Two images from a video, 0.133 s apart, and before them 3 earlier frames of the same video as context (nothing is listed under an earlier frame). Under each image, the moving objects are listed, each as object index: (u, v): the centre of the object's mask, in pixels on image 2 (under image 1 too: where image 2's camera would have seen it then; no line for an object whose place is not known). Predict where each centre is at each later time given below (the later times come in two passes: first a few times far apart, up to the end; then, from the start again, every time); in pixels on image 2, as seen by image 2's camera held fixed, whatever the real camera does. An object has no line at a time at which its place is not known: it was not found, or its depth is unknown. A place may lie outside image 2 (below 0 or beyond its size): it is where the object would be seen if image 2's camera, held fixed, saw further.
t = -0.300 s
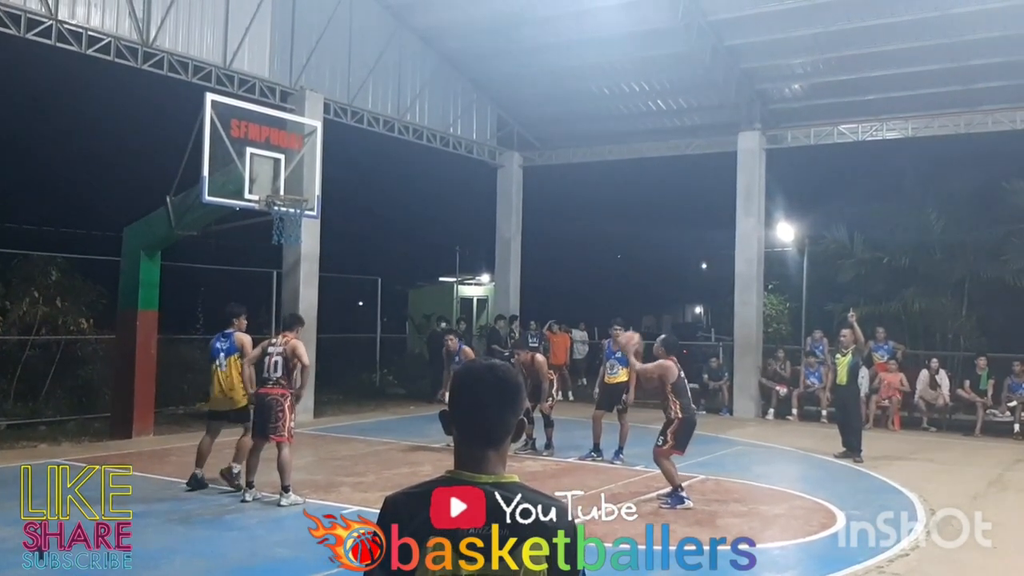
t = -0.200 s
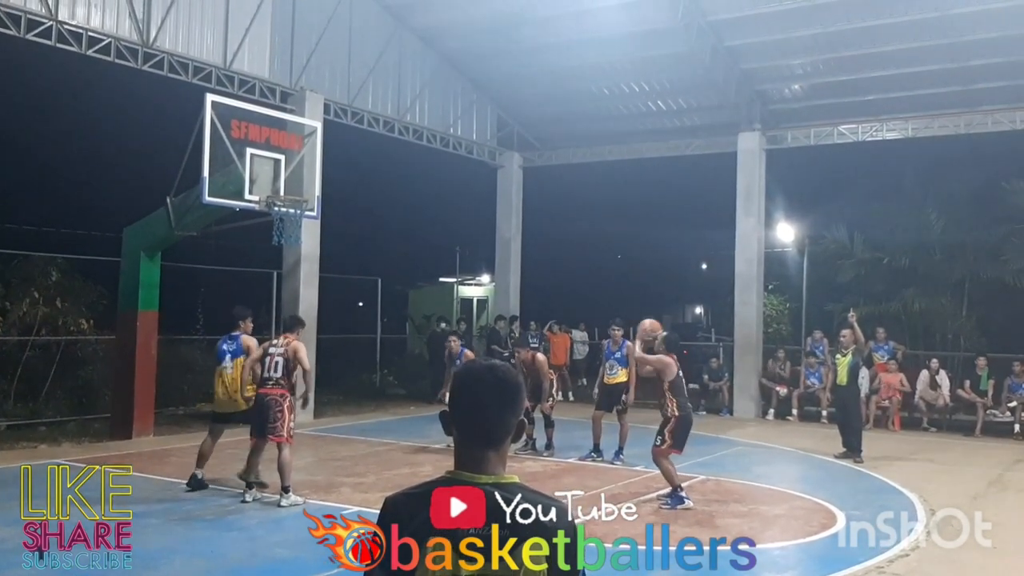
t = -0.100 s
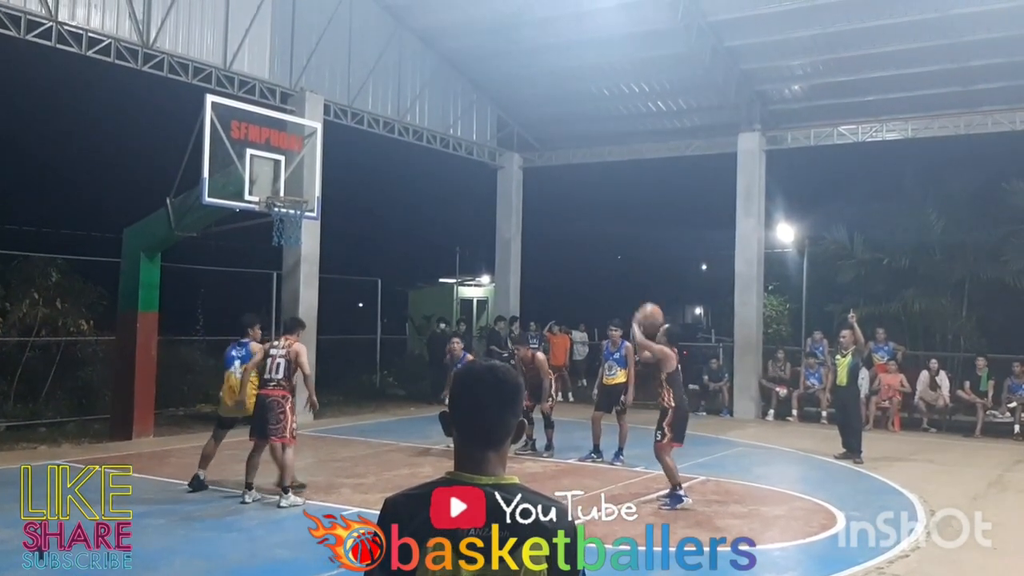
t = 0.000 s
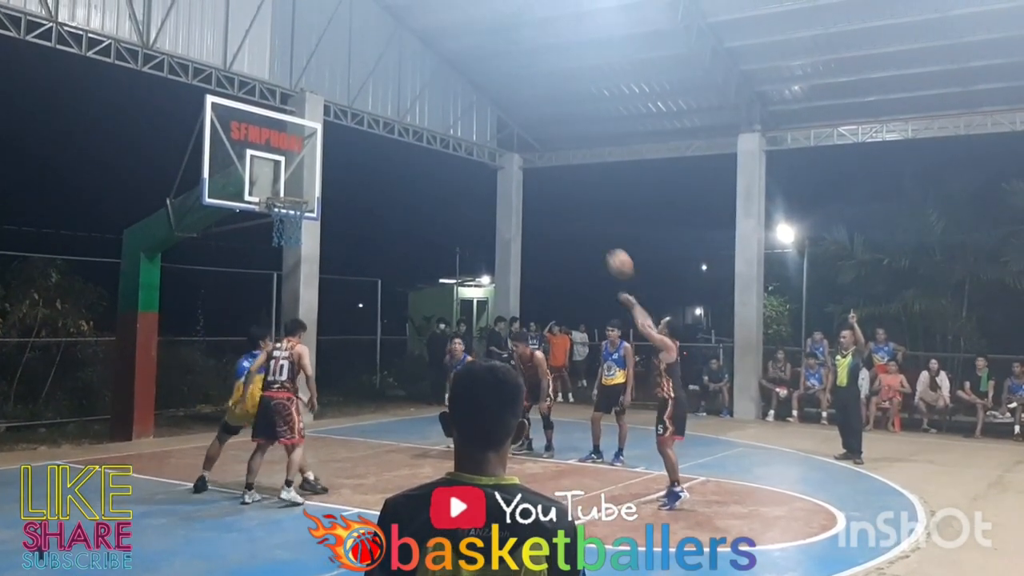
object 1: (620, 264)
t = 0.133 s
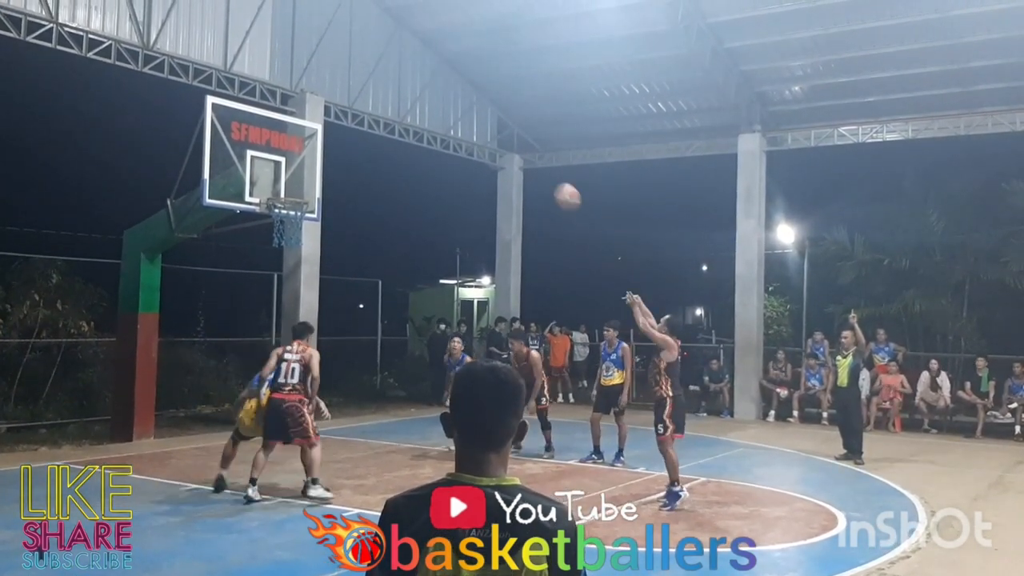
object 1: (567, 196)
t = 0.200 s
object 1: (543, 170)
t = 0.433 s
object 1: (460, 115)
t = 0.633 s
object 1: (395, 110)
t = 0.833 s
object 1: (334, 139)
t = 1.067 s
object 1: (293, 193)
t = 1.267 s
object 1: (303, 169)
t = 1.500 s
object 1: (304, 171)
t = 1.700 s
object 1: (314, 193)
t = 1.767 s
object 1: (322, 199)
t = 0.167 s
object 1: (554, 183)
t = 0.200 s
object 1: (543, 170)
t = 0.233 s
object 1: (530, 159)
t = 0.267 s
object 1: (518, 148)
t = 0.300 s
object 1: (507, 140)
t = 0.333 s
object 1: (494, 132)
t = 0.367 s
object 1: (483, 127)
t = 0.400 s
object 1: (471, 120)
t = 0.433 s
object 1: (460, 115)
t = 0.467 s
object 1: (449, 113)
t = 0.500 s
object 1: (438, 111)
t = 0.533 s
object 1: (426, 109)
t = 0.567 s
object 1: (415, 109)
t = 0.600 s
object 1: (405, 110)
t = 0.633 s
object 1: (395, 110)
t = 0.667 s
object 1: (384, 114)
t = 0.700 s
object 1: (374, 116)
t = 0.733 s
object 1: (364, 121)
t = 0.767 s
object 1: (354, 126)
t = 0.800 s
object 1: (344, 132)
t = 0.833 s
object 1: (334, 139)
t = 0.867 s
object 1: (325, 147)
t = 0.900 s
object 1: (315, 156)
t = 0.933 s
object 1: (305, 167)
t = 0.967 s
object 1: (296, 175)
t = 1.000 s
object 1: (286, 186)
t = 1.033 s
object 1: (280, 195)
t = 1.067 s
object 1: (293, 193)
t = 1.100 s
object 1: (301, 193)
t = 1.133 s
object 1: (300, 187)
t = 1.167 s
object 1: (302, 180)
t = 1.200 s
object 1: (302, 175)
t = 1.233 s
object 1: (302, 171)
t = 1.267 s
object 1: (303, 169)
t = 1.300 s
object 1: (303, 166)
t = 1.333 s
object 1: (304, 164)
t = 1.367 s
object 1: (303, 164)
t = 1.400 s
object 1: (303, 163)
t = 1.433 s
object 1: (303, 165)
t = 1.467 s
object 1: (304, 167)
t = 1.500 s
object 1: (304, 171)
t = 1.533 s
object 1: (304, 176)
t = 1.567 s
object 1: (304, 179)
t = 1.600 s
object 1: (304, 185)
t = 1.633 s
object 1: (305, 192)
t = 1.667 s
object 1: (309, 193)
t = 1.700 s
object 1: (314, 193)
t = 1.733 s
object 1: (318, 196)
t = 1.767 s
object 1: (322, 199)
